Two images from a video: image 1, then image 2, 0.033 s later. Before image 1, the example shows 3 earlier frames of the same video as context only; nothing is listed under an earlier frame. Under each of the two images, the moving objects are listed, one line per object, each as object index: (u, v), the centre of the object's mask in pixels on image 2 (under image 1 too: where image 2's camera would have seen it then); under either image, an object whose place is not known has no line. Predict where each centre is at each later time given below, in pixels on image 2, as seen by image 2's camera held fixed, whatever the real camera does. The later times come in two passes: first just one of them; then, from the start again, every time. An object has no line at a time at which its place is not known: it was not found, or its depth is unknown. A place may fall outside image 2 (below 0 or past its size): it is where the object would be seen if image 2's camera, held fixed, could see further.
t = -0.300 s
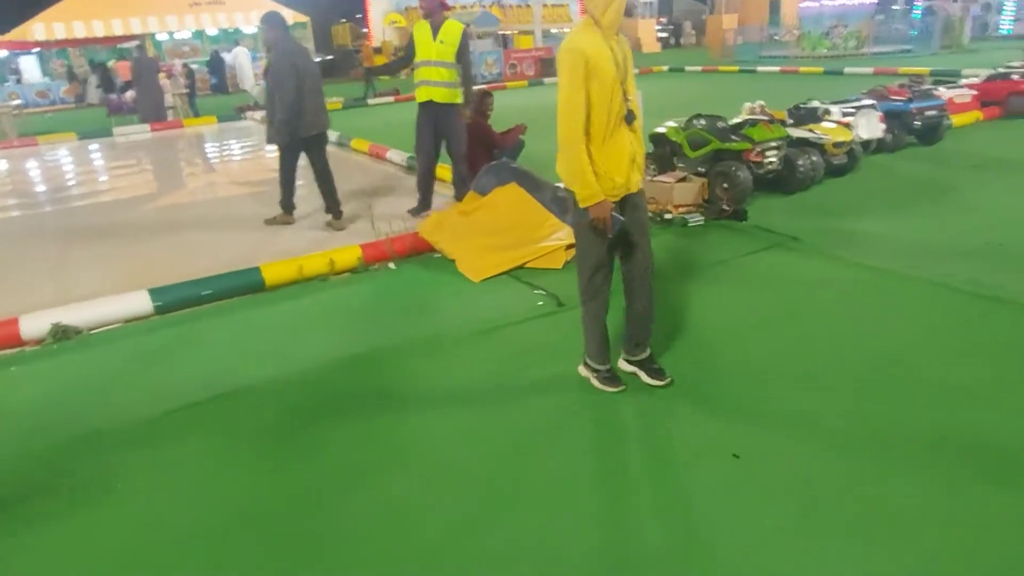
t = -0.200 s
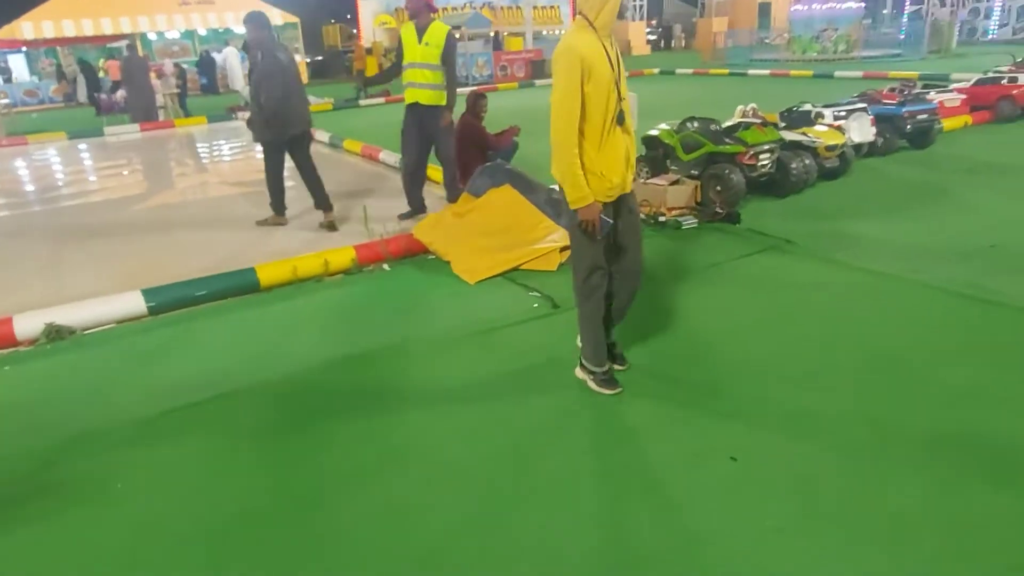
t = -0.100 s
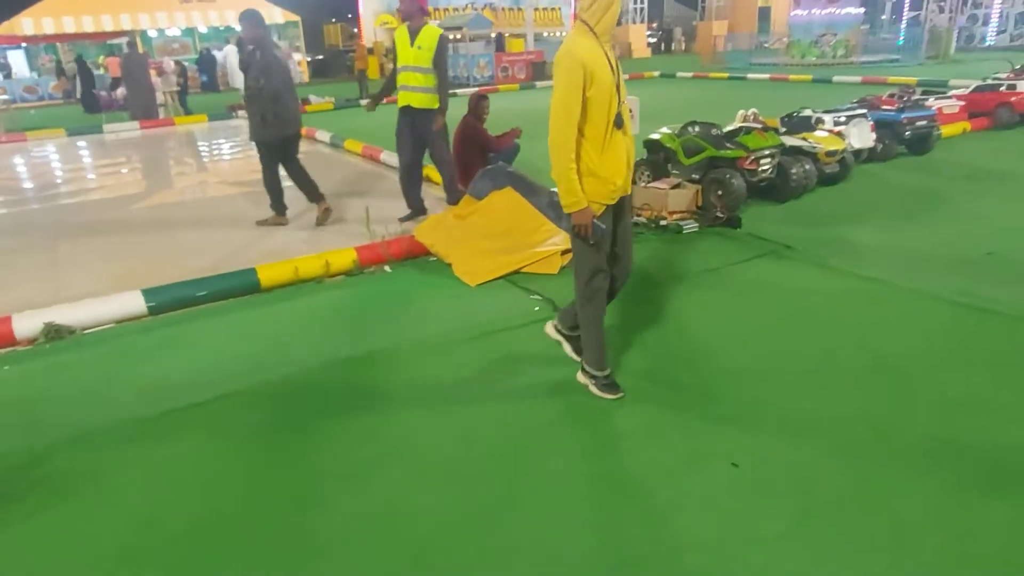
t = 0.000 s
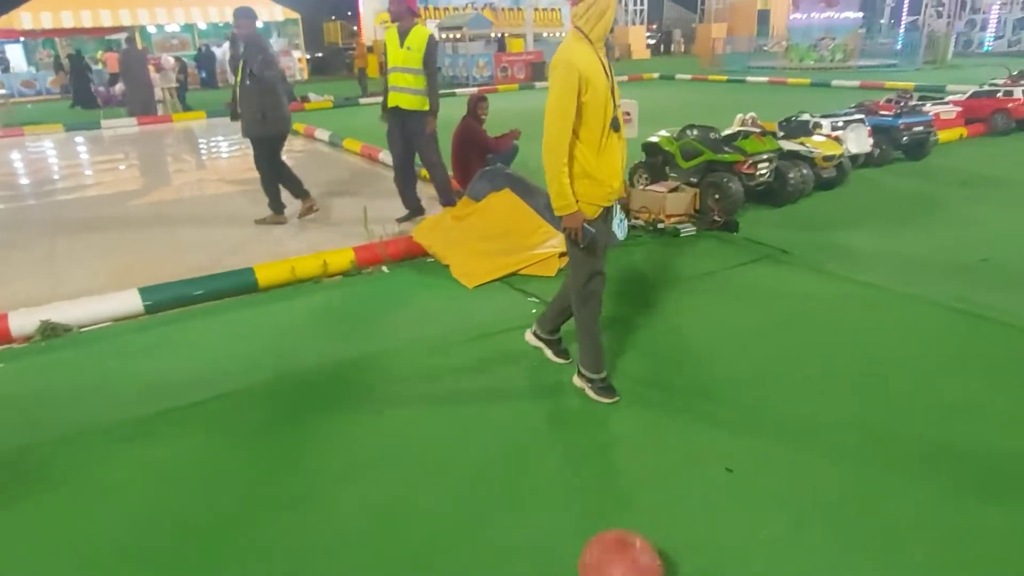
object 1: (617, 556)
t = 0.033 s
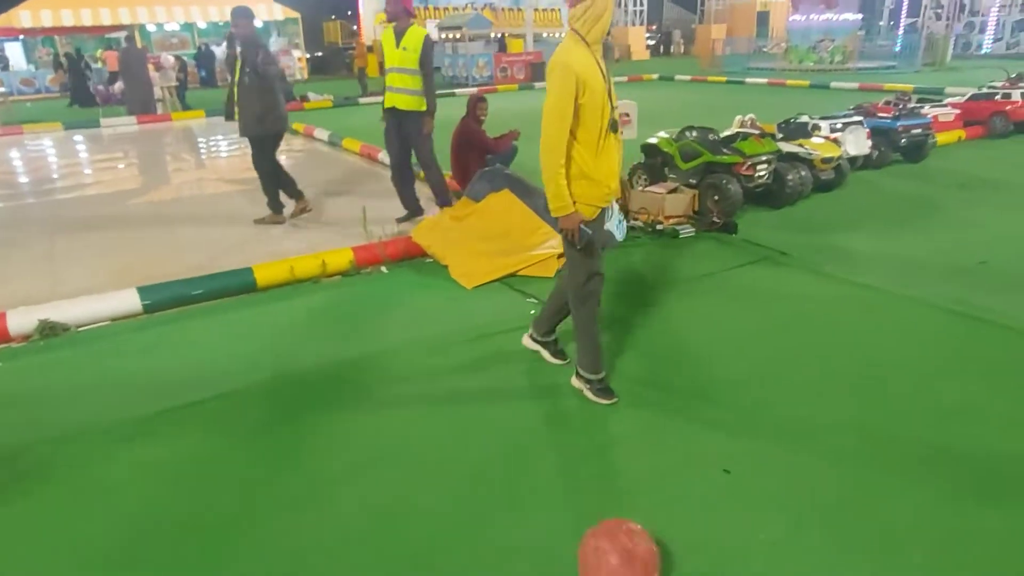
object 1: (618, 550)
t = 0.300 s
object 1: (614, 464)
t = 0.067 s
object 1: (619, 546)
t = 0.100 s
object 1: (620, 541)
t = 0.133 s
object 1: (619, 523)
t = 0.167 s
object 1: (619, 505)
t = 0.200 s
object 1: (617, 490)
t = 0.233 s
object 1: (616, 479)
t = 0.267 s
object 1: (615, 470)
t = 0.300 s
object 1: (614, 464)
